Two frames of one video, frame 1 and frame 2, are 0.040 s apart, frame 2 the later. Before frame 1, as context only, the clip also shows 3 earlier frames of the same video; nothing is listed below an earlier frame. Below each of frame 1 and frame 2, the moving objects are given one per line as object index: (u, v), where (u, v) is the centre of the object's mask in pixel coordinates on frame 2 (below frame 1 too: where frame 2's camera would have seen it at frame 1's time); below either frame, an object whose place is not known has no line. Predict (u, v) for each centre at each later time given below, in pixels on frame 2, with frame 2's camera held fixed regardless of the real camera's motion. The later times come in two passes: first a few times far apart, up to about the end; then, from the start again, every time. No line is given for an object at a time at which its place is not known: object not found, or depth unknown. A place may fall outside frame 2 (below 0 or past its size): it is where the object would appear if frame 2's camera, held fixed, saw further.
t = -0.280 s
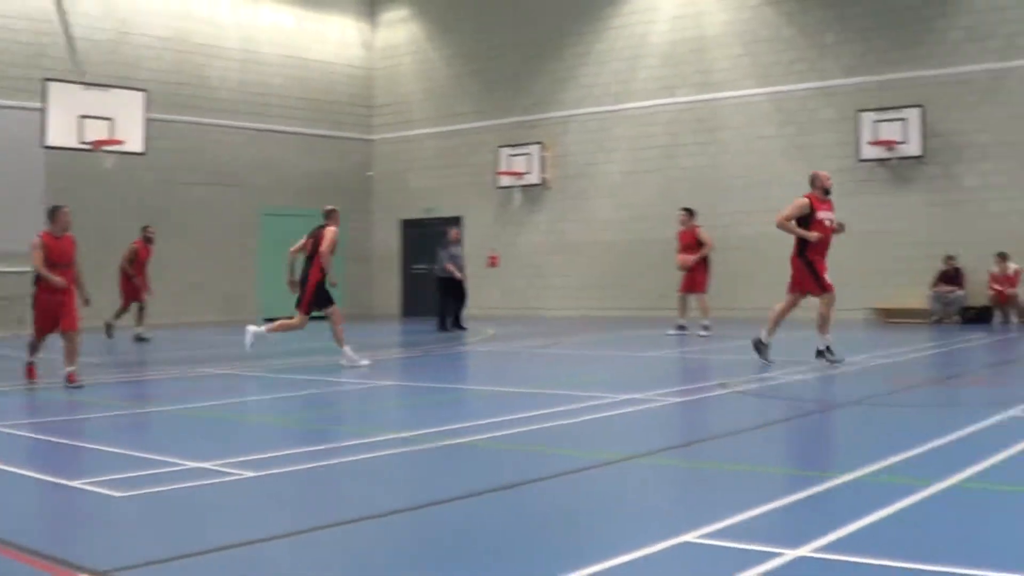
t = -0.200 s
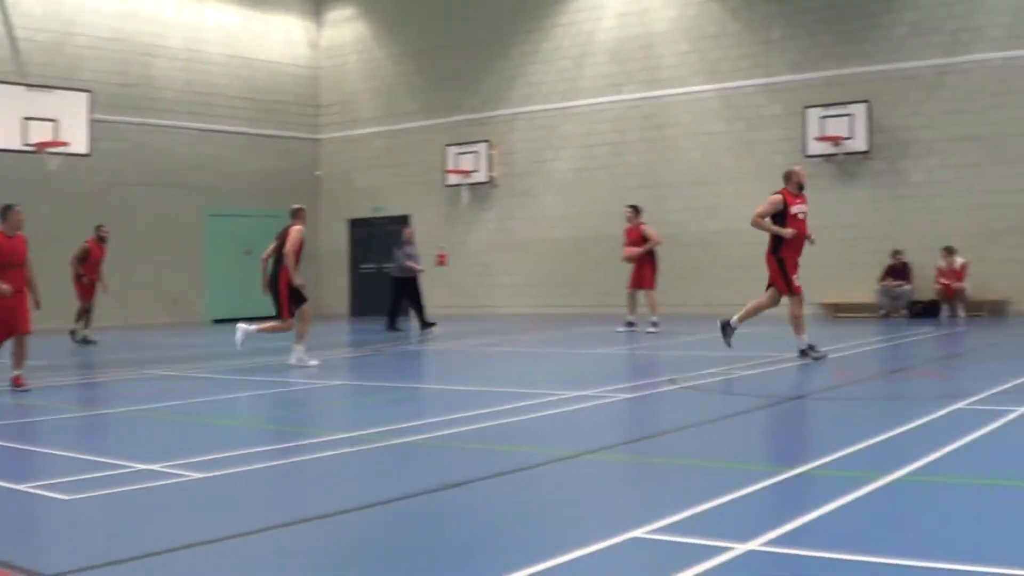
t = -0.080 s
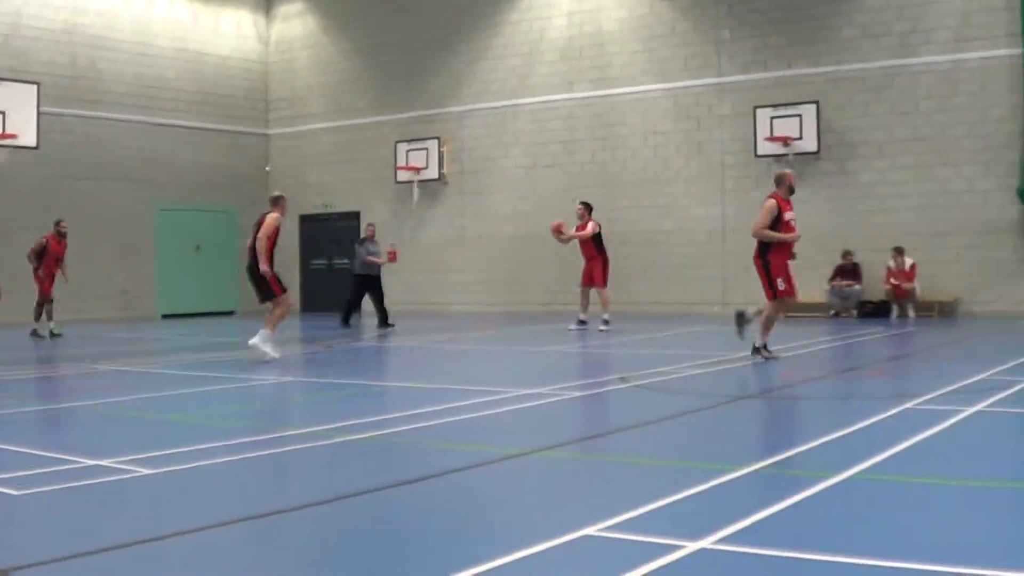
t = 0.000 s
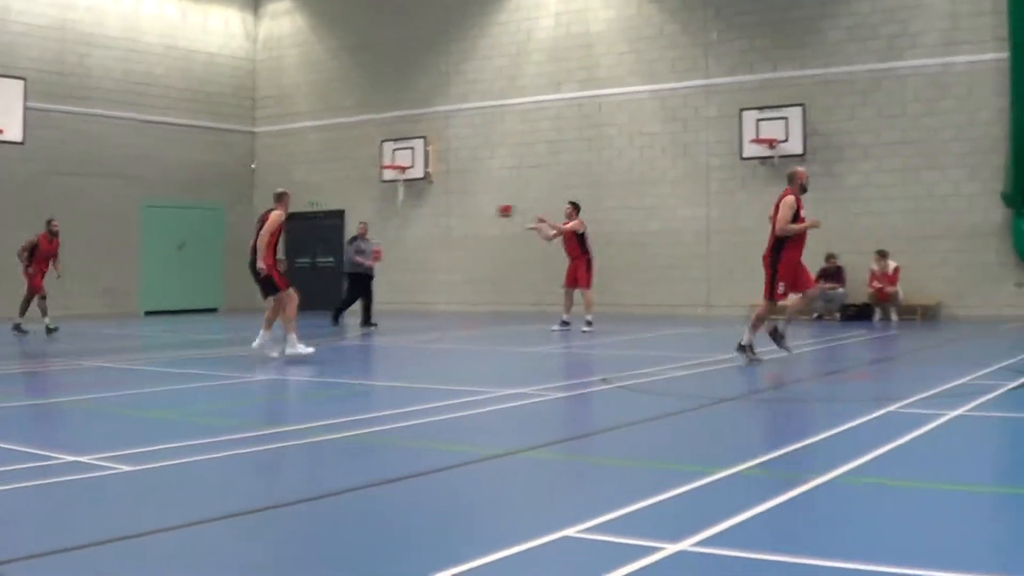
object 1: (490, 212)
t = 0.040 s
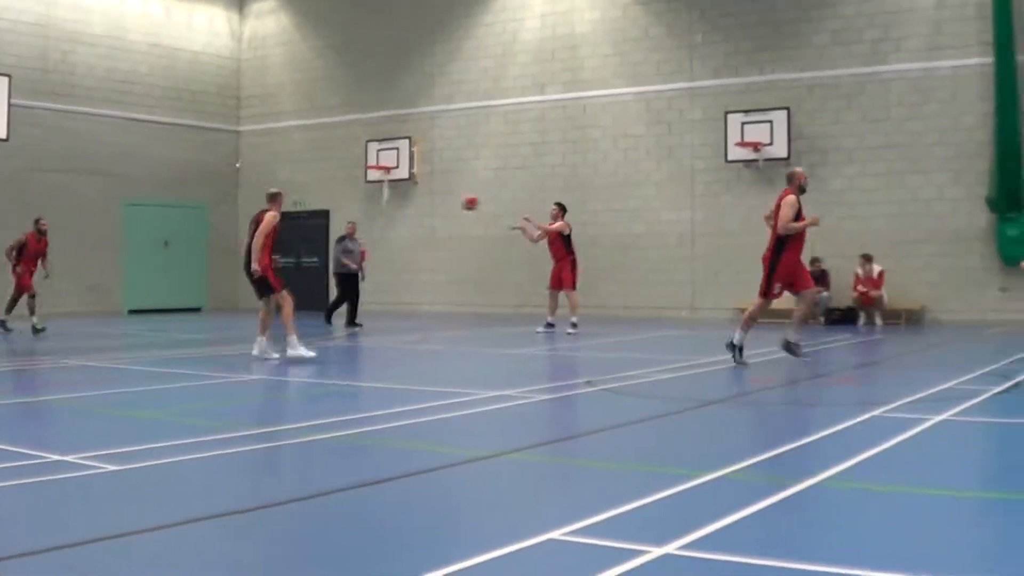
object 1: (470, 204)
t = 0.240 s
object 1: (370, 178)
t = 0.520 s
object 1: (228, 185)
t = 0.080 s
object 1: (450, 195)
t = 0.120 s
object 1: (430, 189)
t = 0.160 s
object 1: (409, 184)
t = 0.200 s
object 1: (389, 180)
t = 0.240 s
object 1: (370, 178)
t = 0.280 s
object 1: (350, 175)
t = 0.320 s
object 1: (329, 174)
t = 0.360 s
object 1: (309, 174)
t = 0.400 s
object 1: (289, 175)
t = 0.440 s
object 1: (268, 177)
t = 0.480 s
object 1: (248, 180)
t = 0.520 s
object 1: (228, 185)
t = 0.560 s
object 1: (207, 191)
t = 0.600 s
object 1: (186, 198)
